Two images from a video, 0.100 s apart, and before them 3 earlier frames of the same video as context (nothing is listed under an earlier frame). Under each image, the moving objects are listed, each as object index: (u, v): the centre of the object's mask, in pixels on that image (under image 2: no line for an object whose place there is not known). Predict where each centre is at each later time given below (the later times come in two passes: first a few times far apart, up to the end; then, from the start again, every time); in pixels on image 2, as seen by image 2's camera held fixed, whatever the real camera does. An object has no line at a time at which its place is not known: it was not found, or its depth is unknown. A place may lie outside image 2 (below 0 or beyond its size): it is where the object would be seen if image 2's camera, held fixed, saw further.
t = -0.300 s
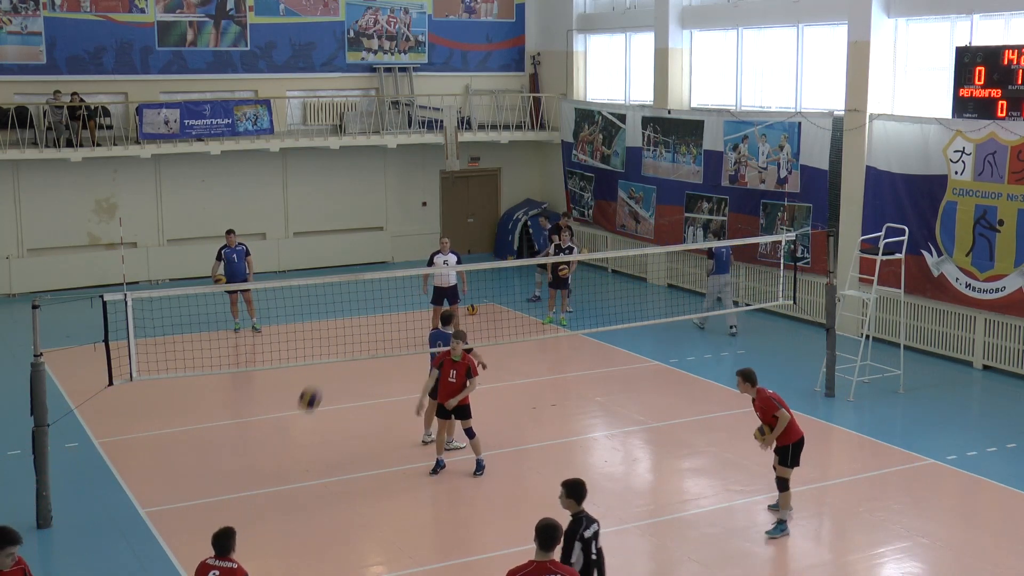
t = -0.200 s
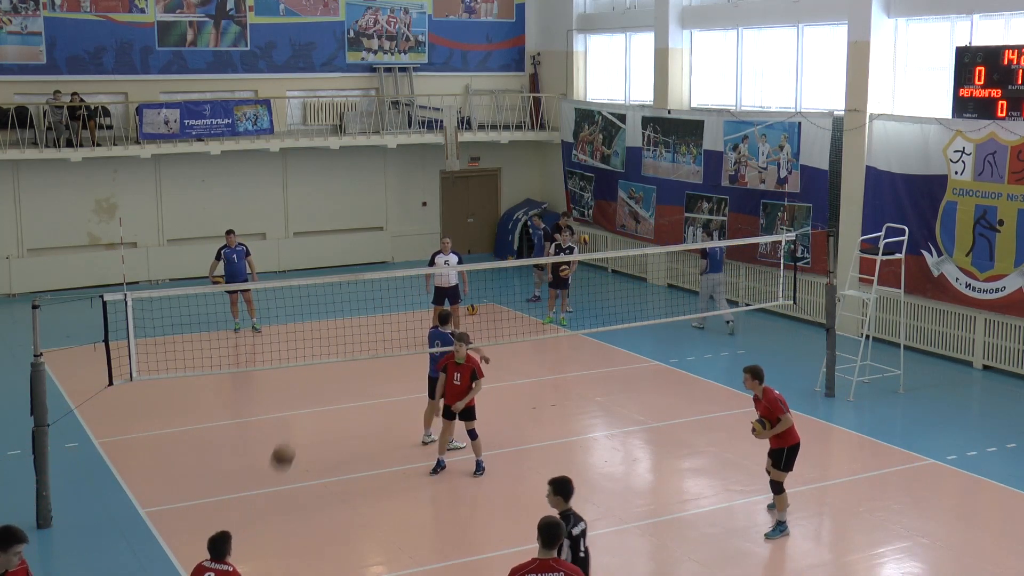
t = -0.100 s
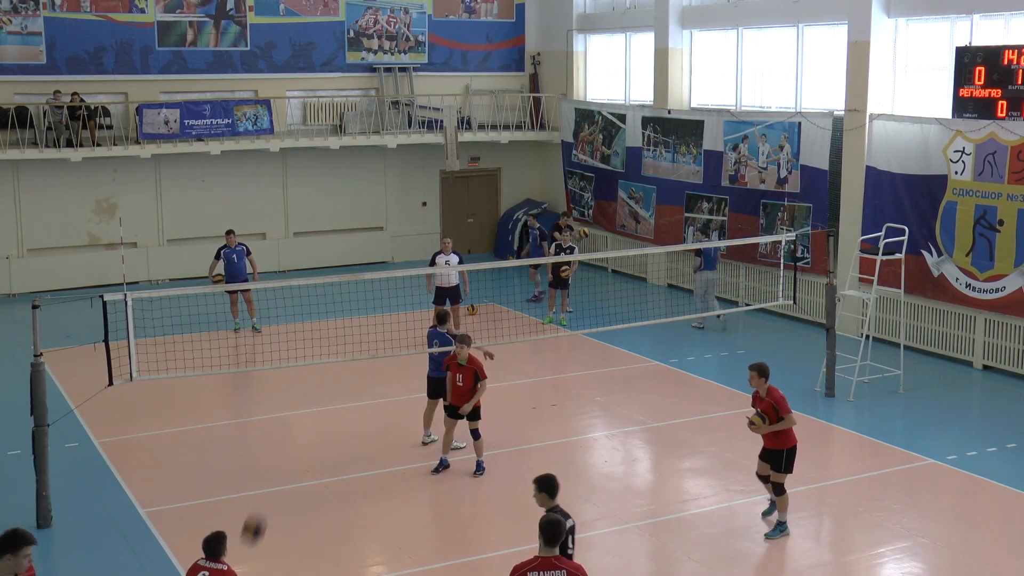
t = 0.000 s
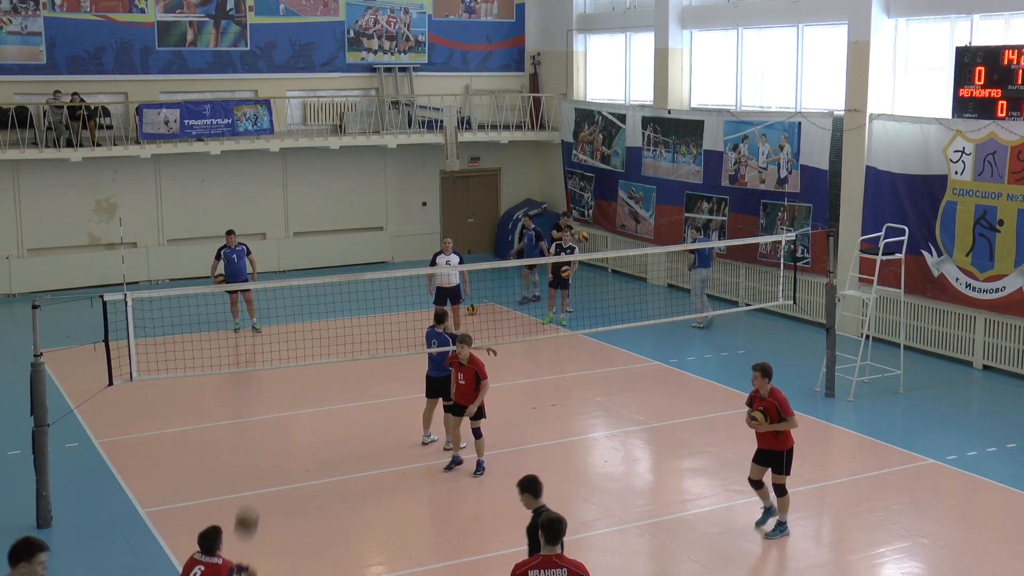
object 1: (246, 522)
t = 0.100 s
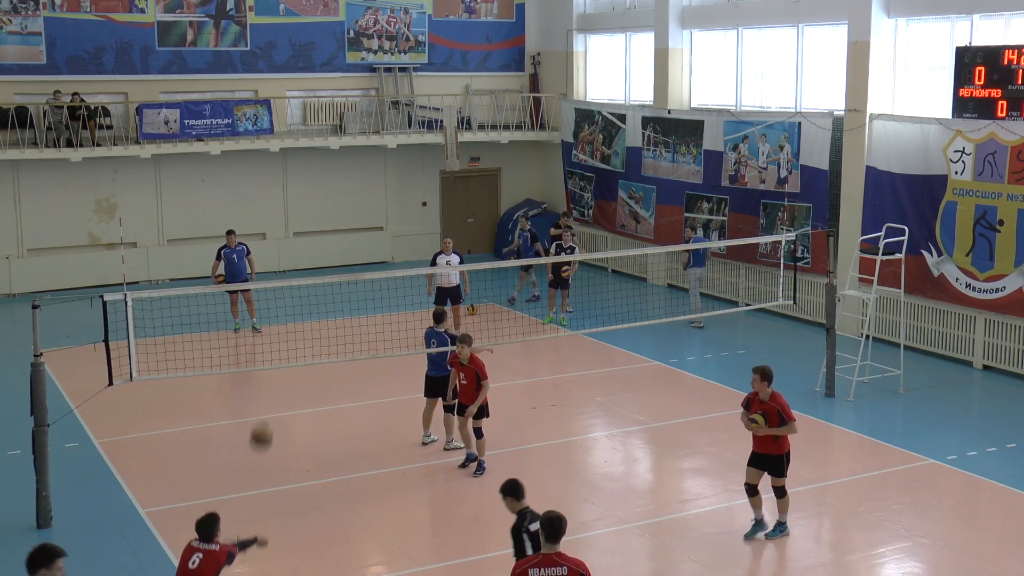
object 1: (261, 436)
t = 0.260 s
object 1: (285, 326)
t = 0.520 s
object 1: (321, 217)
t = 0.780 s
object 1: (355, 185)
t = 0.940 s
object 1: (375, 199)
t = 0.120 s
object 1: (264, 421)
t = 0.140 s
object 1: (267, 406)
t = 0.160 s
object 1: (270, 392)
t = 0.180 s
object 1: (273, 379)
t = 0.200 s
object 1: (276, 364)
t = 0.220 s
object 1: (279, 352)
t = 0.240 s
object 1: (282, 339)
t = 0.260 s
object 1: (285, 326)
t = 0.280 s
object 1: (288, 315)
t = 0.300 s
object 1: (291, 304)
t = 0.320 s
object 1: (294, 294)
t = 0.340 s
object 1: (297, 286)
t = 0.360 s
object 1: (300, 274)
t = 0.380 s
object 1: (302, 265)
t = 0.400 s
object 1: (305, 258)
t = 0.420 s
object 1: (307, 249)
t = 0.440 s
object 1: (310, 243)
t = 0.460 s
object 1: (313, 236)
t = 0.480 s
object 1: (316, 228)
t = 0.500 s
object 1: (318, 222)
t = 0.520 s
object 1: (321, 217)
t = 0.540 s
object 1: (324, 213)
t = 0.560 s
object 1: (327, 208)
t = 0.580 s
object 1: (329, 204)
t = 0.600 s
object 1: (332, 200)
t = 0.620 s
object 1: (335, 197)
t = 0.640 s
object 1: (337, 194)
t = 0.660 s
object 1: (340, 191)
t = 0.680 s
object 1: (342, 190)
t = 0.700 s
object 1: (345, 188)
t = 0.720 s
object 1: (347, 187)
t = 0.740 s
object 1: (350, 186)
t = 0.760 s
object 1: (352, 185)
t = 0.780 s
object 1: (355, 185)
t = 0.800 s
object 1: (358, 186)
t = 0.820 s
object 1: (360, 187)
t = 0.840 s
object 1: (363, 188)
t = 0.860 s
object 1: (365, 189)
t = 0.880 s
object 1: (368, 191)
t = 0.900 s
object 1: (370, 193)
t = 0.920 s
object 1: (373, 196)
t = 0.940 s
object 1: (375, 199)
